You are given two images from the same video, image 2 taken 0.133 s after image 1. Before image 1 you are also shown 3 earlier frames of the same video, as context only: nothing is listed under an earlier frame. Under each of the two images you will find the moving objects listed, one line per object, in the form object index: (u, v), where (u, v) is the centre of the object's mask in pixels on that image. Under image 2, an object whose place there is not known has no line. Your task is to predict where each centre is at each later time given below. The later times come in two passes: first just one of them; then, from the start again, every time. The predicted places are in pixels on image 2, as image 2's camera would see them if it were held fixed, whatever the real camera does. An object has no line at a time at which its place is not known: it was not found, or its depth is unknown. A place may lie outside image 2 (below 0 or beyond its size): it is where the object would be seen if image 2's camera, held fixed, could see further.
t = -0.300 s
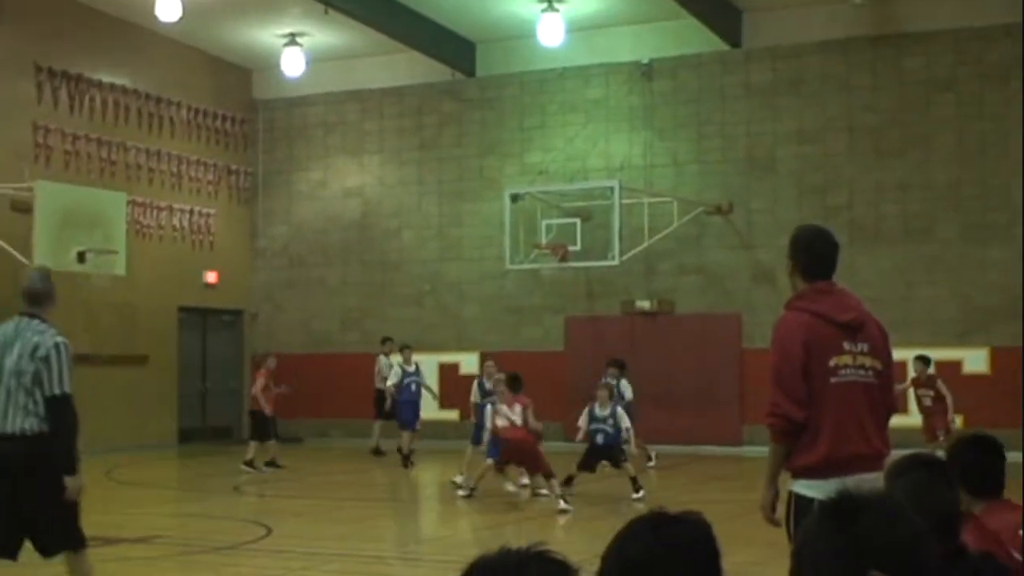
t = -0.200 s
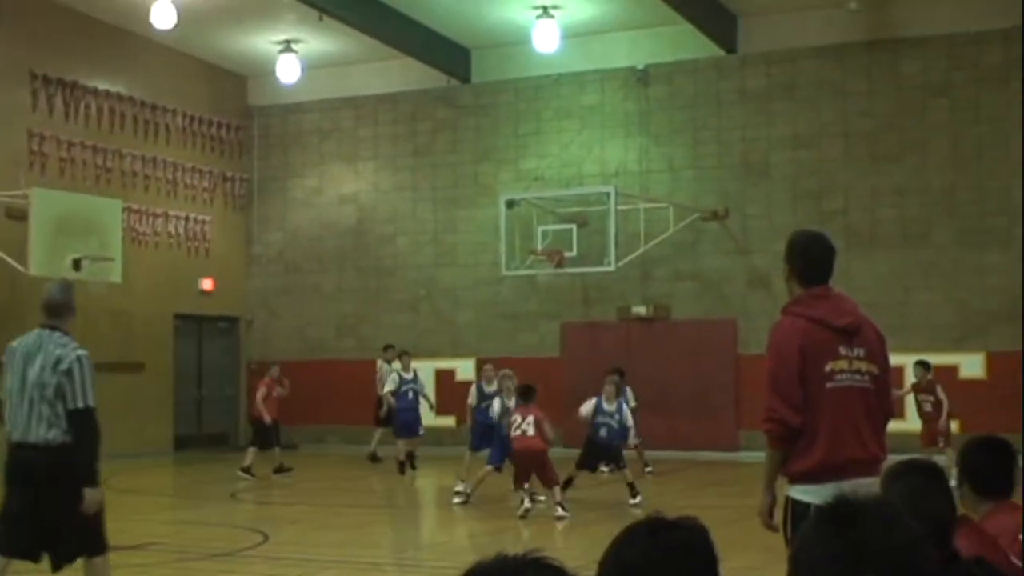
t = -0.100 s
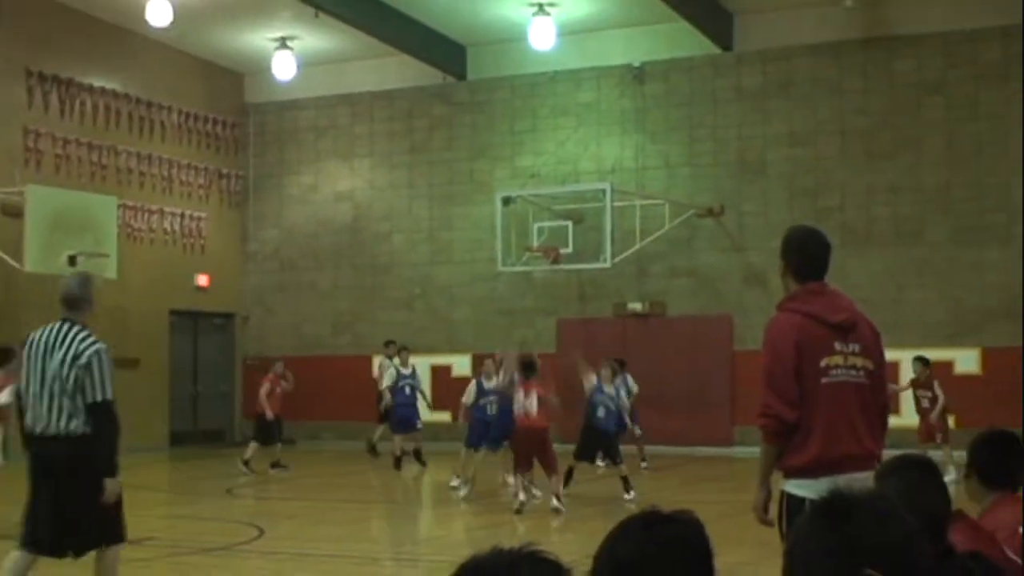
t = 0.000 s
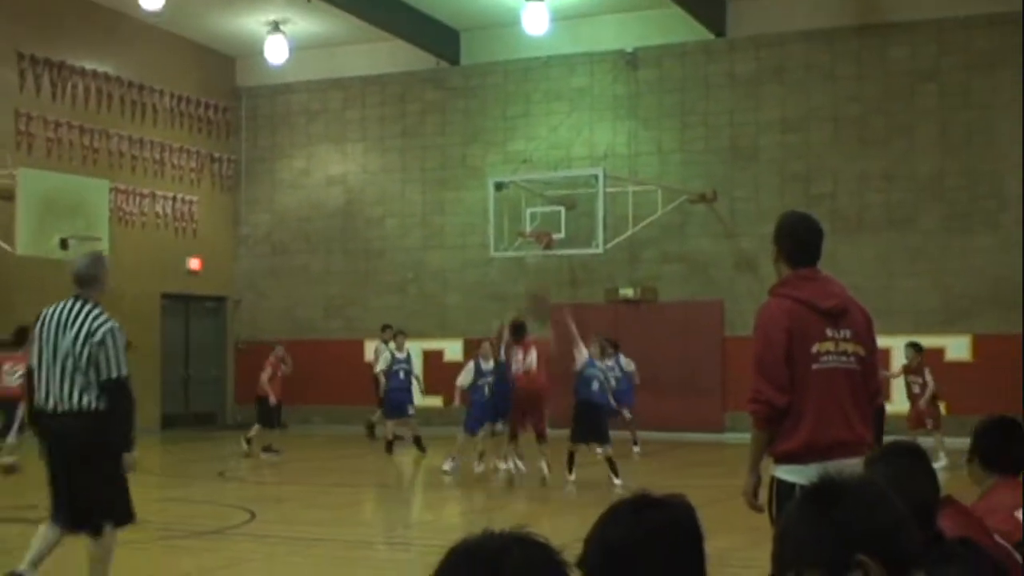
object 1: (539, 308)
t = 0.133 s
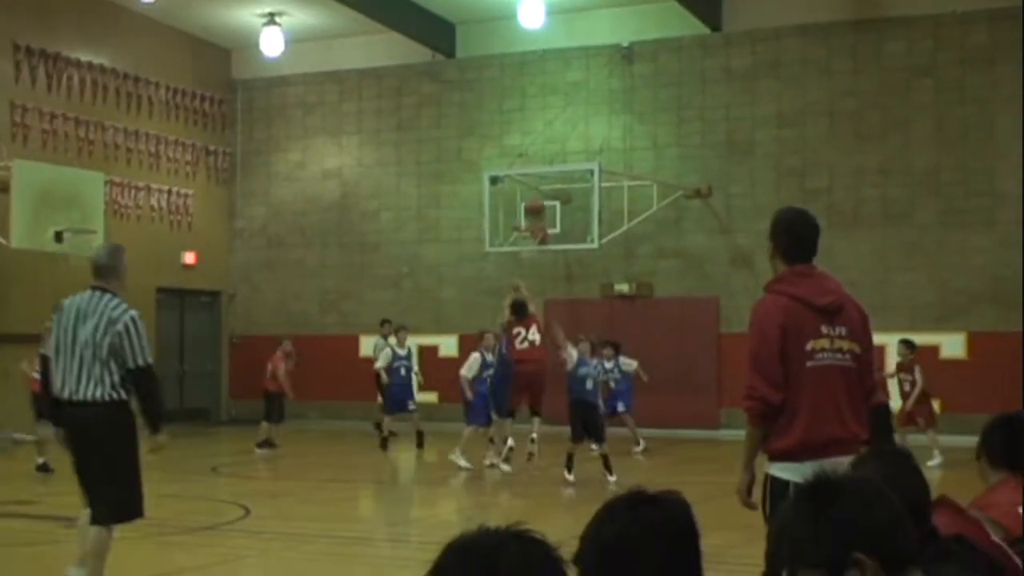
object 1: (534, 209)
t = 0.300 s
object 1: (535, 131)
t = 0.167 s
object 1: (535, 191)
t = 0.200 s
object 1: (535, 175)
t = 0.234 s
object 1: (535, 158)
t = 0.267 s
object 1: (535, 145)
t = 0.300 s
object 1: (535, 131)
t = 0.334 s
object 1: (535, 121)
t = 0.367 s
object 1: (536, 110)
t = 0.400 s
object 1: (536, 101)
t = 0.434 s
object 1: (537, 93)
